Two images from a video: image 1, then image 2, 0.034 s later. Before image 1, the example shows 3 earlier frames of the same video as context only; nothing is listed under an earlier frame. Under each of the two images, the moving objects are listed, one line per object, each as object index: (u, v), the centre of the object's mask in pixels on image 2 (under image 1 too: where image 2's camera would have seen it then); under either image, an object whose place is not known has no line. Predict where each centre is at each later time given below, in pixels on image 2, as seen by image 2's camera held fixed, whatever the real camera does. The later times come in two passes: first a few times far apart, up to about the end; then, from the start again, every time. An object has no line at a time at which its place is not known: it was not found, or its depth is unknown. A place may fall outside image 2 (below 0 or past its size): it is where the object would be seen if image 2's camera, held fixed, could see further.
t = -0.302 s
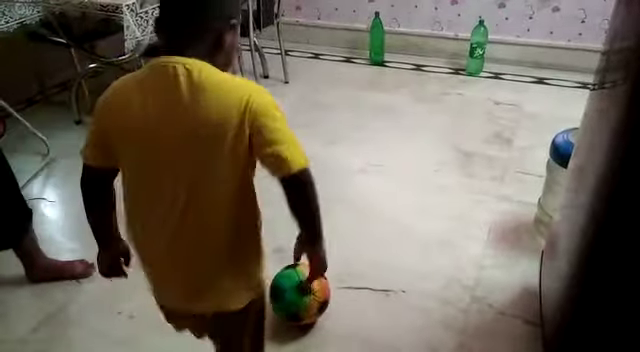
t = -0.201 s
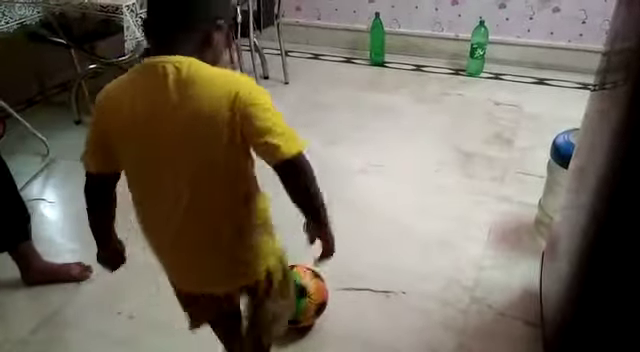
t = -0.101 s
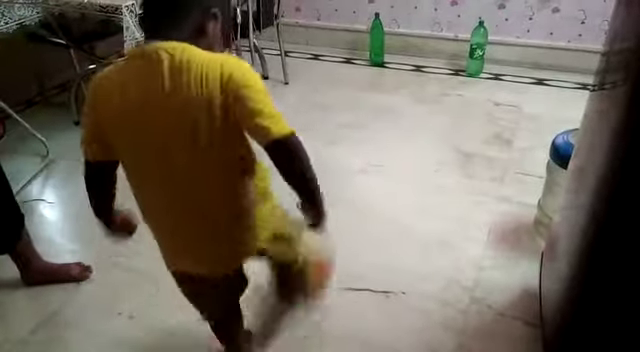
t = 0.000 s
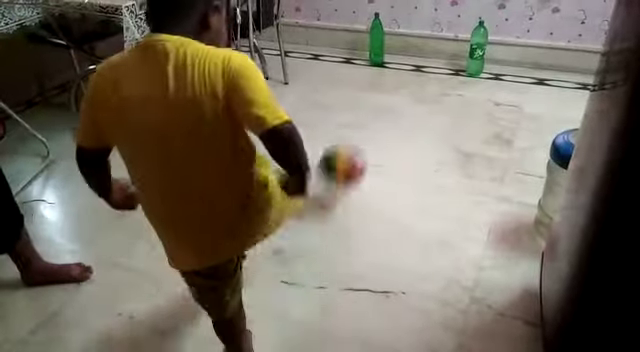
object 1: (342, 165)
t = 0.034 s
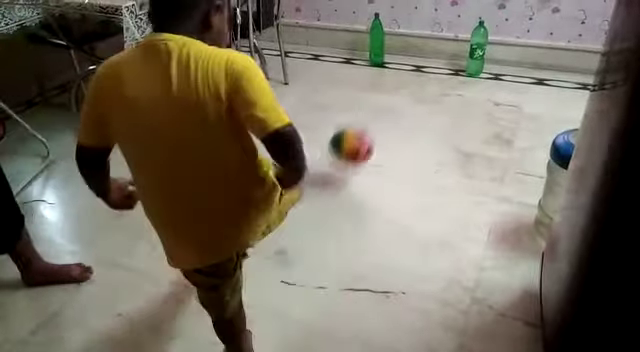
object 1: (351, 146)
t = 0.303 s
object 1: (397, 62)
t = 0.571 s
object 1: (396, 52)
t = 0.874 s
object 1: (358, 76)
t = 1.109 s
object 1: (336, 91)
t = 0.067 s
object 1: (359, 130)
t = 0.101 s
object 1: (366, 120)
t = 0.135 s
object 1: (374, 114)
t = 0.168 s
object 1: (377, 111)
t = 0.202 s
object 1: (383, 100)
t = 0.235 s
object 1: (387, 86)
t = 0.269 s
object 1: (392, 74)
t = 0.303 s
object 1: (397, 62)
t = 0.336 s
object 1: (399, 57)
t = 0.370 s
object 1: (401, 52)
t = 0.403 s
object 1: (403, 50)
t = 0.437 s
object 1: (404, 50)
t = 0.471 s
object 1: (406, 49)
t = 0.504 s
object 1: (404, 49)
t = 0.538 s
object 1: (401, 48)
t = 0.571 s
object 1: (396, 52)
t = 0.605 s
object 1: (393, 54)
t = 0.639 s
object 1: (385, 60)
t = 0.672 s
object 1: (383, 64)
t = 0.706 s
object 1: (379, 64)
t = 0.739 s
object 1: (375, 65)
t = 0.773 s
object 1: (370, 68)
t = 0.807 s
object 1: (366, 73)
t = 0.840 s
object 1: (362, 76)
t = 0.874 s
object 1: (358, 76)
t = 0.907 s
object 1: (354, 79)
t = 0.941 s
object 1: (350, 81)
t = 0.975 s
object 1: (347, 85)
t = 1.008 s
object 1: (343, 86)
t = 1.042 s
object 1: (342, 86)
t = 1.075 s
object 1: (338, 88)
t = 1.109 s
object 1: (336, 91)
